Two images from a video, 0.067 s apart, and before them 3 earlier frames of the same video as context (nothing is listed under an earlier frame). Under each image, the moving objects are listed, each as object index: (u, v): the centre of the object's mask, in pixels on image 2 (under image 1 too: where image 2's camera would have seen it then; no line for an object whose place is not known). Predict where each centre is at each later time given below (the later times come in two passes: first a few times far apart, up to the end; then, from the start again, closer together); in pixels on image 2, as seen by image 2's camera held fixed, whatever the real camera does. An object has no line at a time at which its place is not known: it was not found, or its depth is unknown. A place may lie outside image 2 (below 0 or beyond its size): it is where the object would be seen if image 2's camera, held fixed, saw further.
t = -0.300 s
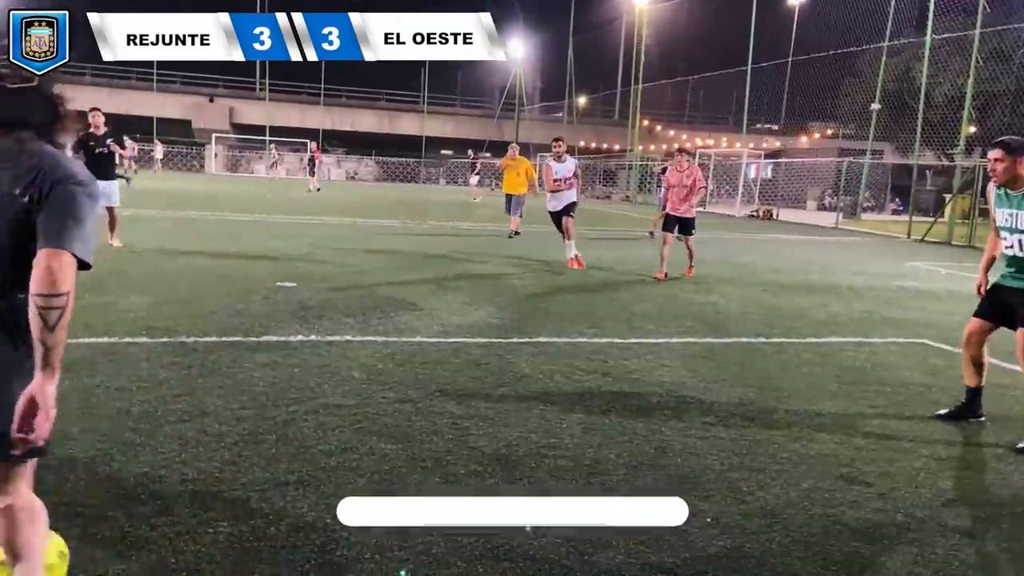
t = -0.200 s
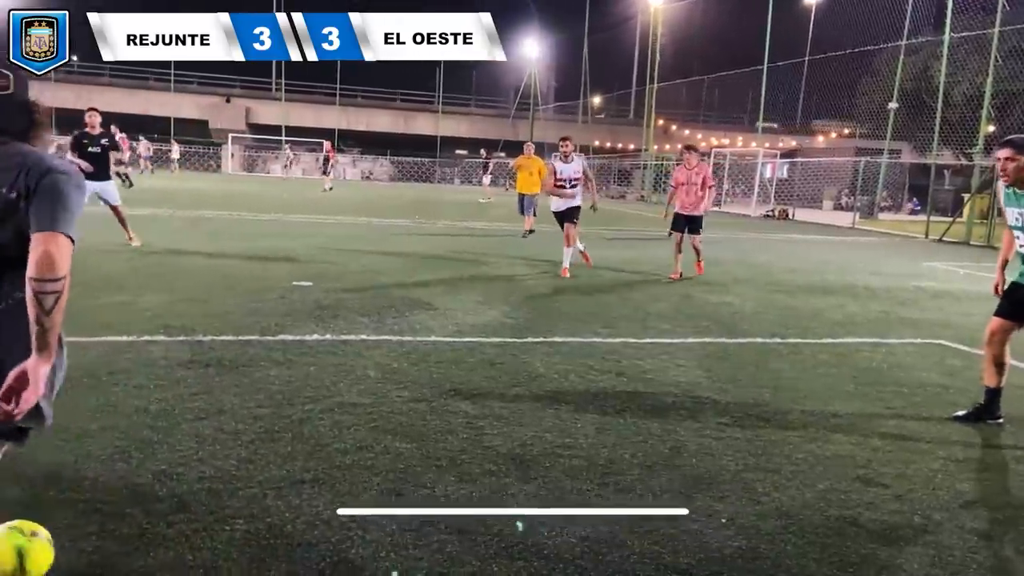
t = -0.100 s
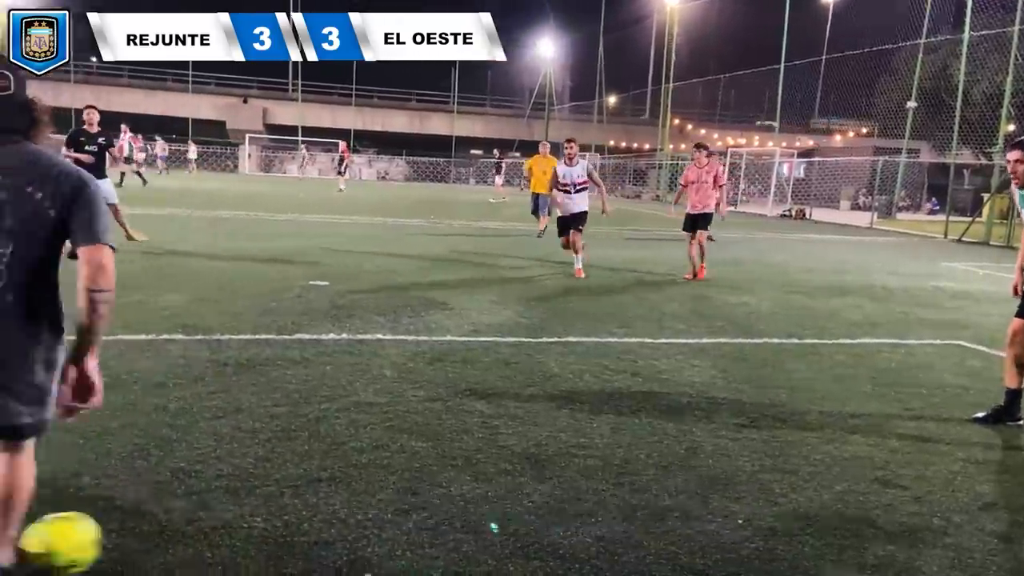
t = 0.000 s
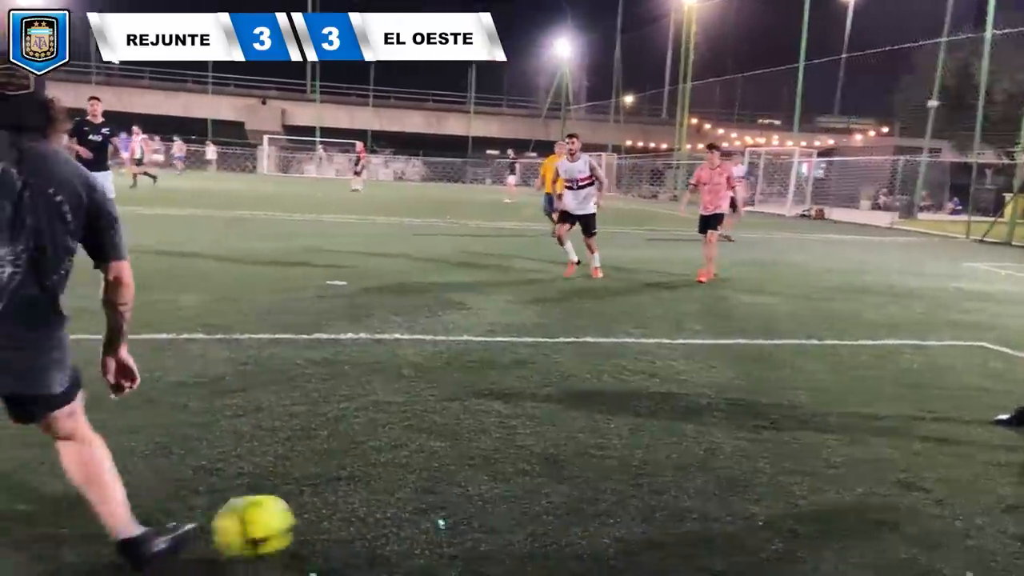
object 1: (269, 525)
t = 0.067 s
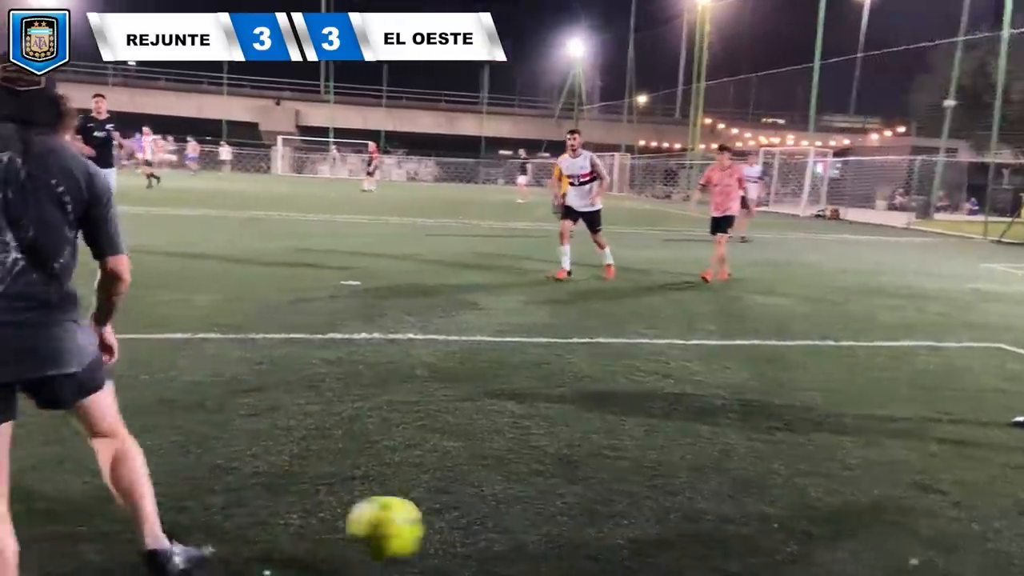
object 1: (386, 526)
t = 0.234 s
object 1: (634, 543)
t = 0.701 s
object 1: (1056, 549)
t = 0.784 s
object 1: (1125, 552)
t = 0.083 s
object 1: (414, 529)
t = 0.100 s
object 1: (442, 532)
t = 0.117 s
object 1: (469, 537)
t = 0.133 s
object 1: (497, 541)
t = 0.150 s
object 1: (523, 546)
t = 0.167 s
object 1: (546, 545)
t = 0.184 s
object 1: (570, 543)
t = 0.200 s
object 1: (591, 543)
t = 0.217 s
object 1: (613, 543)
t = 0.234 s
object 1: (634, 543)
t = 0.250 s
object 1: (655, 543)
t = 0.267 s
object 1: (676, 544)
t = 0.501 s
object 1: (907, 542)
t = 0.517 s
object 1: (920, 543)
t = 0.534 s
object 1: (935, 545)
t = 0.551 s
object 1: (949, 545)
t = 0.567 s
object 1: (961, 545)
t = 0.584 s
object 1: (972, 546)
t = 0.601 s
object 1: (984, 547)
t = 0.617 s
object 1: (995, 547)
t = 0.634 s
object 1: (1008, 548)
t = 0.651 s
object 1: (1019, 547)
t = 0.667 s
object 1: (1031, 546)
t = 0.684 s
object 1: (1044, 548)
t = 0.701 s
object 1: (1056, 549)
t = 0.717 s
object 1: (1068, 551)
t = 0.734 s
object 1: (1083, 550)
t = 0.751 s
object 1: (1096, 551)
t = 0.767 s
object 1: (1110, 551)
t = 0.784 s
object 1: (1125, 552)
